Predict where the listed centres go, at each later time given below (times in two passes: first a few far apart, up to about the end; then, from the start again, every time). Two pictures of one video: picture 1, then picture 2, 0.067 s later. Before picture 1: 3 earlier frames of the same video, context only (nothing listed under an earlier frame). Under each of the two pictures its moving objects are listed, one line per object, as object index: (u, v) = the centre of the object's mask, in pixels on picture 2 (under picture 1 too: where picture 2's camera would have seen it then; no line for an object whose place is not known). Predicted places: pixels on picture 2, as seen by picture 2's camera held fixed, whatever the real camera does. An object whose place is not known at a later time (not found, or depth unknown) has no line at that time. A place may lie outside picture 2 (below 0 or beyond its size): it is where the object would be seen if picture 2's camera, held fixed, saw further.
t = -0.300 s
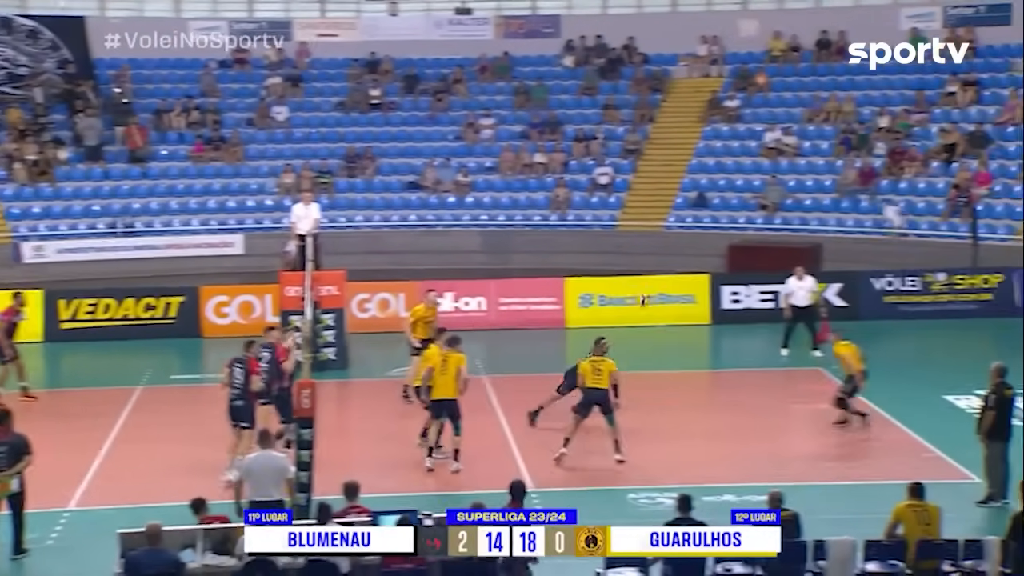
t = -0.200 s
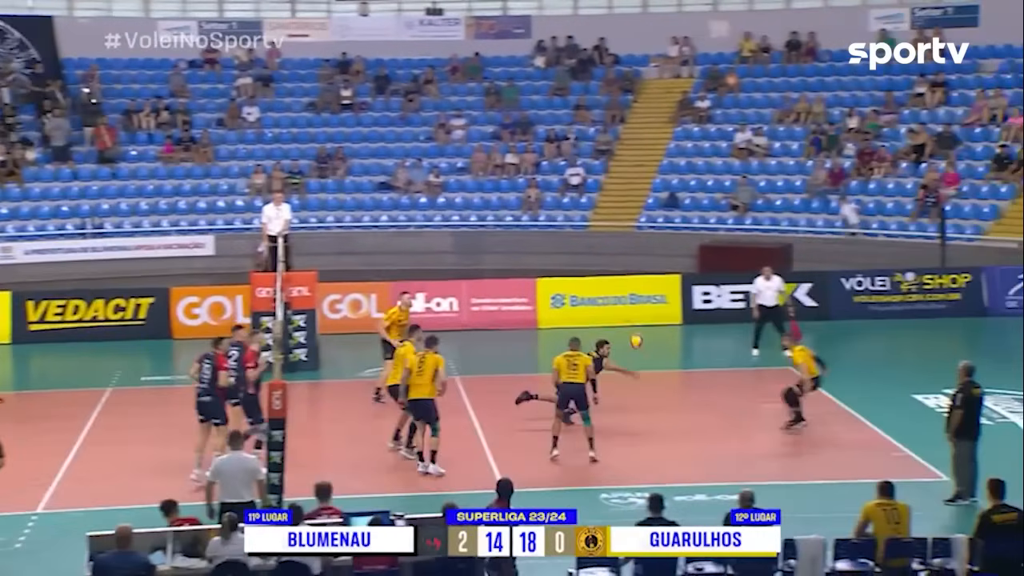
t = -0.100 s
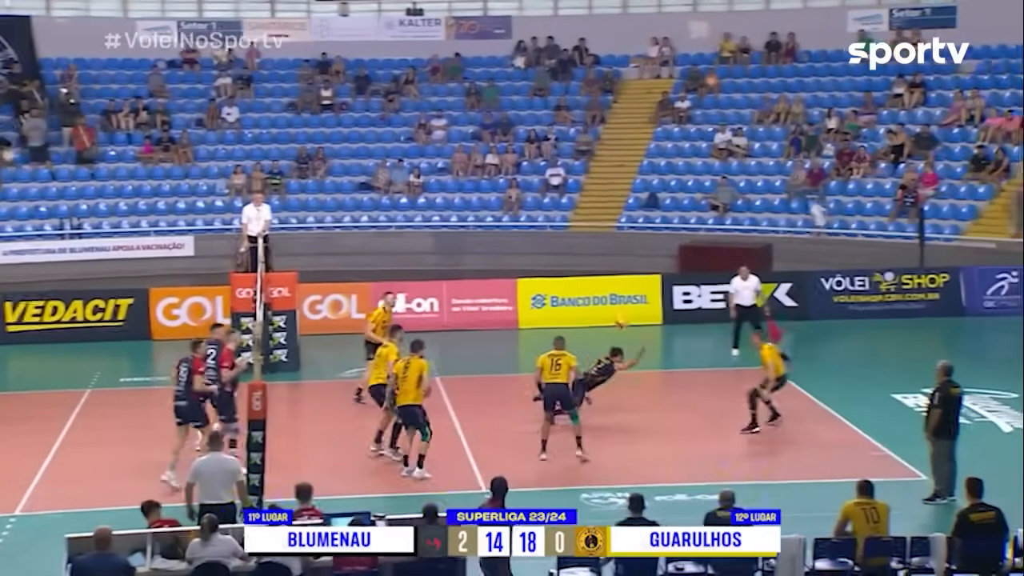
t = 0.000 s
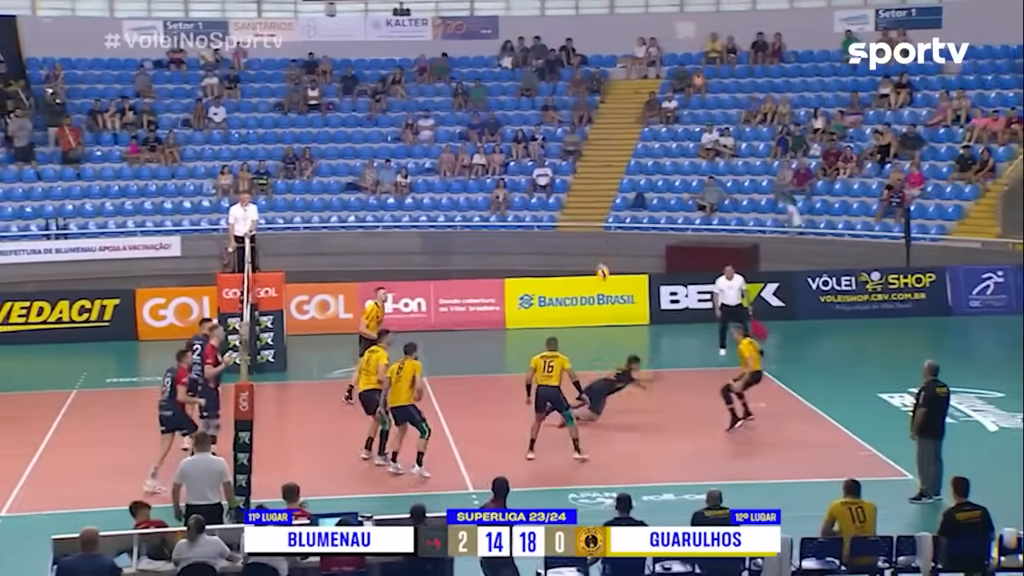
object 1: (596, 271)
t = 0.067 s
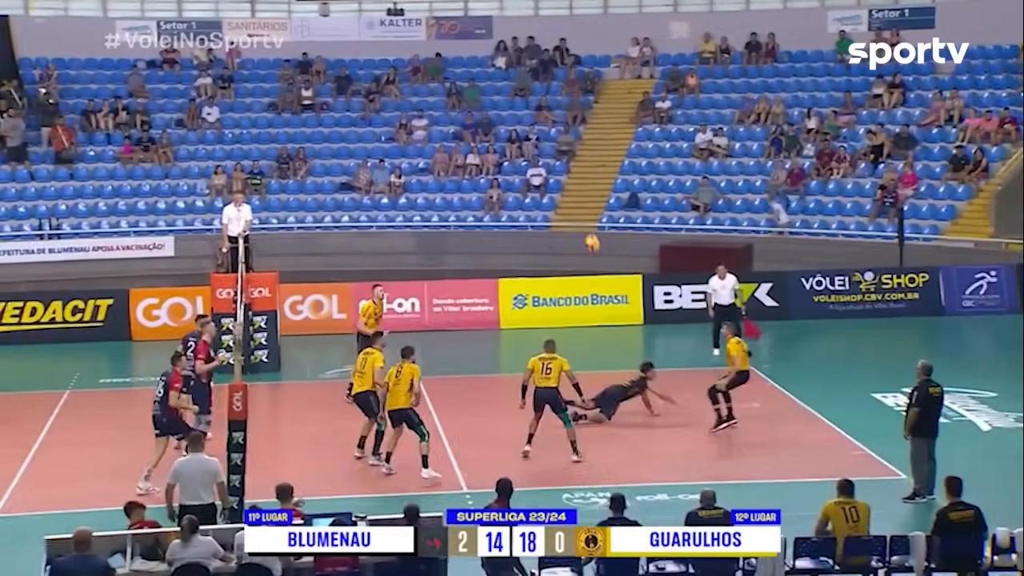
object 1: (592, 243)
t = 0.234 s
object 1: (578, 180)
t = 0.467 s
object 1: (559, 125)
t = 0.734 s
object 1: (536, 105)
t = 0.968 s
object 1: (516, 127)
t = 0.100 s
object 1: (589, 229)
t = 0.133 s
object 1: (587, 215)
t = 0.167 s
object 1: (584, 204)
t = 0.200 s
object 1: (581, 191)
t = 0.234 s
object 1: (578, 180)
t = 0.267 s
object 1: (575, 171)
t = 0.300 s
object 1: (573, 161)
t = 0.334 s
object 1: (571, 153)
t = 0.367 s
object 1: (568, 145)
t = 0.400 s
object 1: (565, 137)
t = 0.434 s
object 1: (561, 131)
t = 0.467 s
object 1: (559, 125)
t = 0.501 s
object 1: (557, 121)
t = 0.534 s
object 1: (554, 116)
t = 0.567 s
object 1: (550, 112)
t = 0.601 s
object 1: (548, 109)
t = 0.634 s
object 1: (545, 108)
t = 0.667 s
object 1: (542, 106)
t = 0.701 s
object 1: (540, 105)
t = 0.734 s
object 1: (536, 105)
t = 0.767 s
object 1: (534, 106)
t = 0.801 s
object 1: (531, 108)
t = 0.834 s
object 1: (528, 110)
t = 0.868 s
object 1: (525, 113)
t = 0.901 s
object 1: (522, 117)
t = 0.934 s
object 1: (519, 121)
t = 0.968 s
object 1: (516, 127)
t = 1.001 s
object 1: (513, 134)
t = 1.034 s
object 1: (511, 139)
